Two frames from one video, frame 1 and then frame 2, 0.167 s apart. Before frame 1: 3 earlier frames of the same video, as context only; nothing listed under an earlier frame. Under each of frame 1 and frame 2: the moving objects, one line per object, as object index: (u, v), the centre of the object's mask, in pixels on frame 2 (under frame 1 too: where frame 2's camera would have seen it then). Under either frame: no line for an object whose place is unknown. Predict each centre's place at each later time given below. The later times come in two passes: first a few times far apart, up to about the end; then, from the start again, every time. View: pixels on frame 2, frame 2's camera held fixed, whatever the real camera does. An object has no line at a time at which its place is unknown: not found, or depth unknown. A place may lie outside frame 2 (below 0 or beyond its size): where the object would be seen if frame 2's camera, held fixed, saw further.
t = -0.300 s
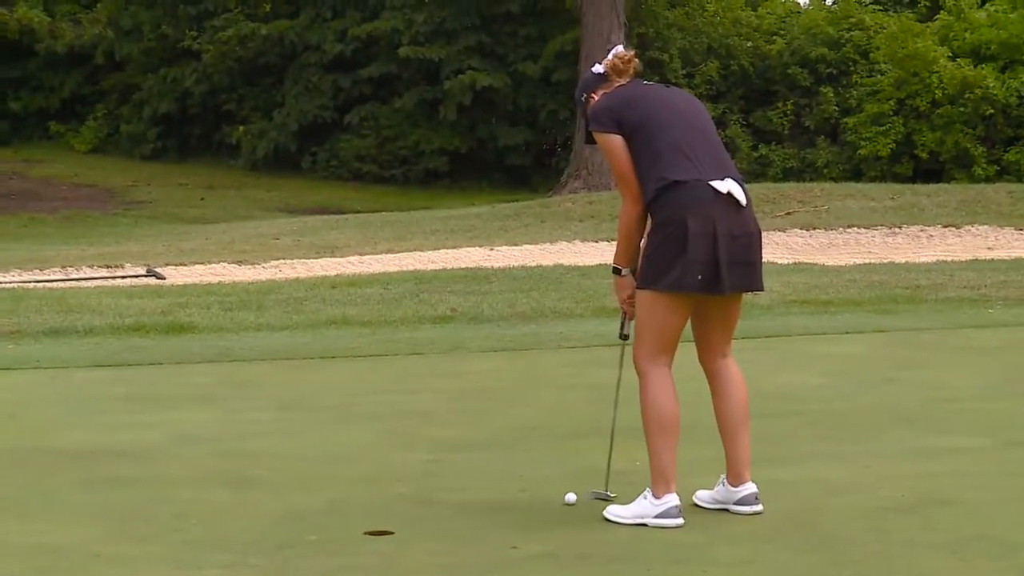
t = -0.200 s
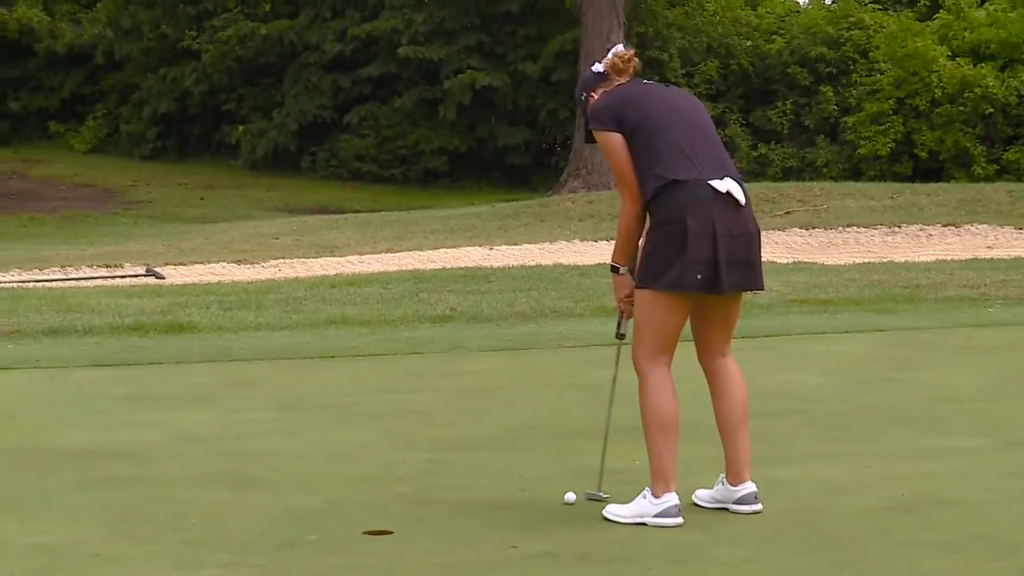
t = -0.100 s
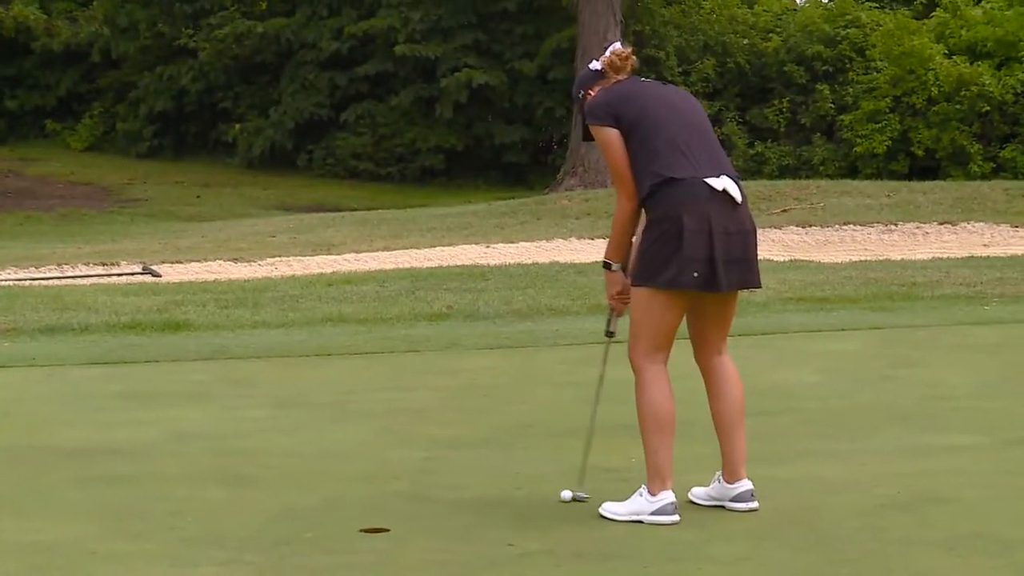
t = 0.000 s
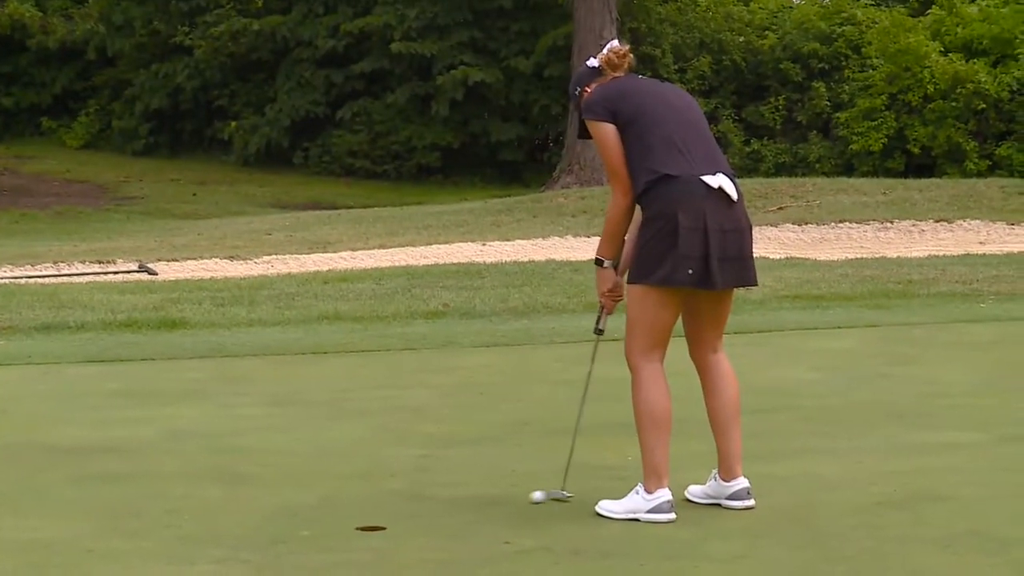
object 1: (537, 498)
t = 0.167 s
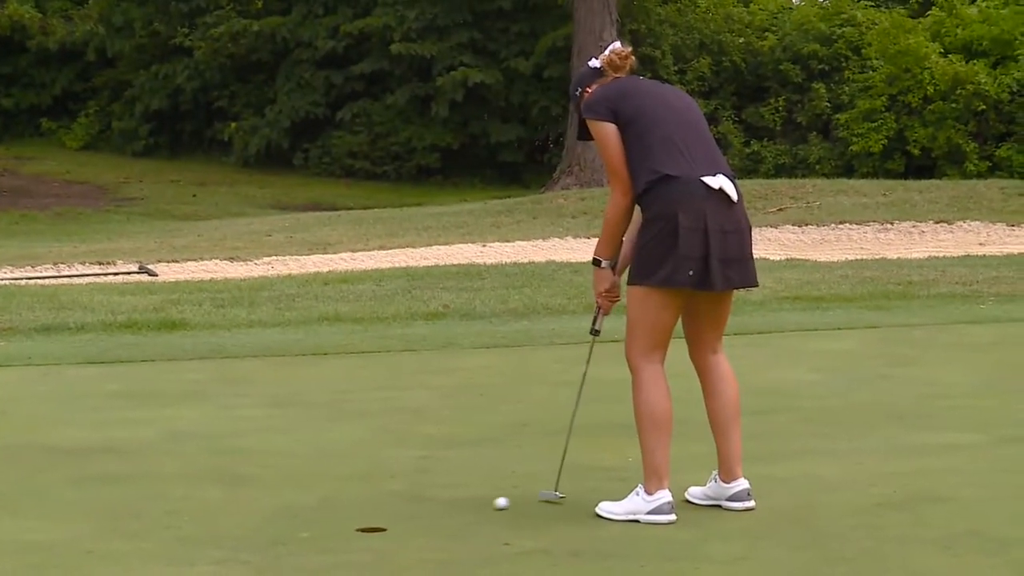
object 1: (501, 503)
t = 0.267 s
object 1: (479, 506)
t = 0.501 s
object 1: (431, 513)
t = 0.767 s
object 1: (379, 520)
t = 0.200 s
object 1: (494, 504)
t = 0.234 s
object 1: (486, 505)
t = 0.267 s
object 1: (479, 506)
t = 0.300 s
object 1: (472, 507)
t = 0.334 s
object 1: (465, 508)
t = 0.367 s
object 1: (458, 509)
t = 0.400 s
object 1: (451, 510)
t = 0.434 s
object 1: (444, 511)
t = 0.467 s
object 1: (438, 512)
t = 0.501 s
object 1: (431, 513)
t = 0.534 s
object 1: (424, 514)
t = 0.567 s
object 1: (417, 515)
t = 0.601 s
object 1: (411, 516)
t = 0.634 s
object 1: (404, 517)
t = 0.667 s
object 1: (397, 517)
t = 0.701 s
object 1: (392, 519)
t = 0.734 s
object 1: (385, 519)
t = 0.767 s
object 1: (379, 520)
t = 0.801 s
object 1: (373, 523)
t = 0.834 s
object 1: (367, 527)
